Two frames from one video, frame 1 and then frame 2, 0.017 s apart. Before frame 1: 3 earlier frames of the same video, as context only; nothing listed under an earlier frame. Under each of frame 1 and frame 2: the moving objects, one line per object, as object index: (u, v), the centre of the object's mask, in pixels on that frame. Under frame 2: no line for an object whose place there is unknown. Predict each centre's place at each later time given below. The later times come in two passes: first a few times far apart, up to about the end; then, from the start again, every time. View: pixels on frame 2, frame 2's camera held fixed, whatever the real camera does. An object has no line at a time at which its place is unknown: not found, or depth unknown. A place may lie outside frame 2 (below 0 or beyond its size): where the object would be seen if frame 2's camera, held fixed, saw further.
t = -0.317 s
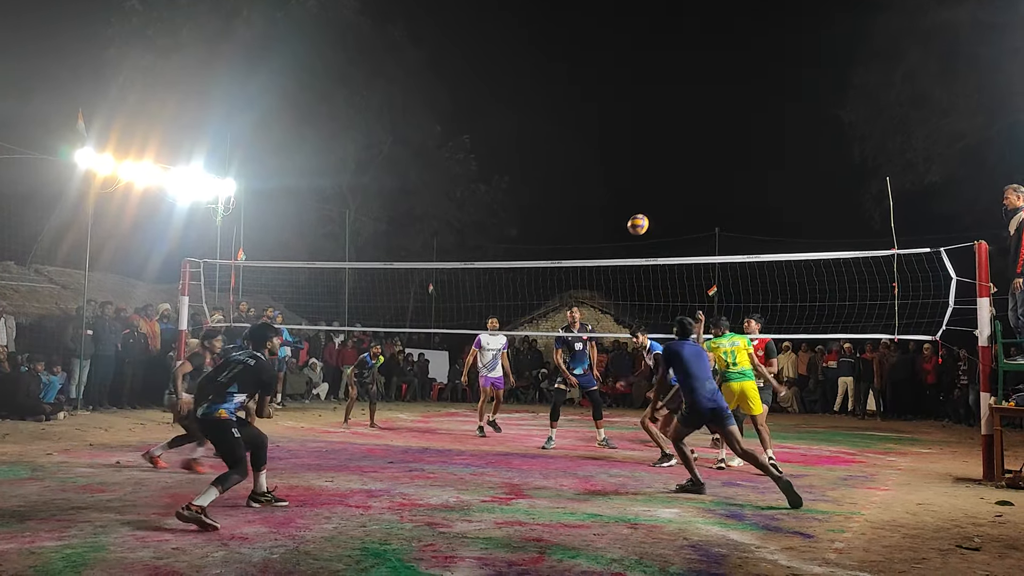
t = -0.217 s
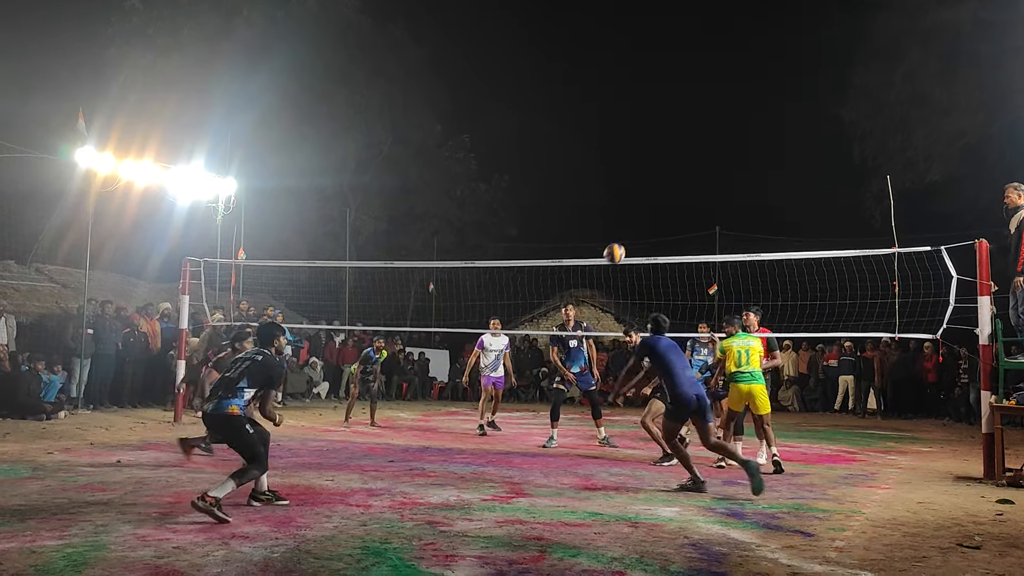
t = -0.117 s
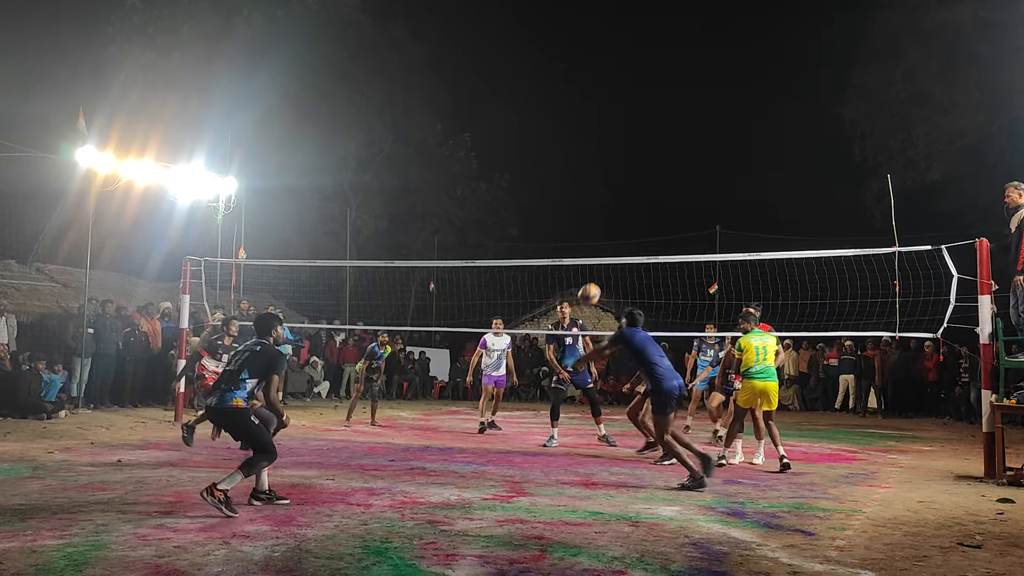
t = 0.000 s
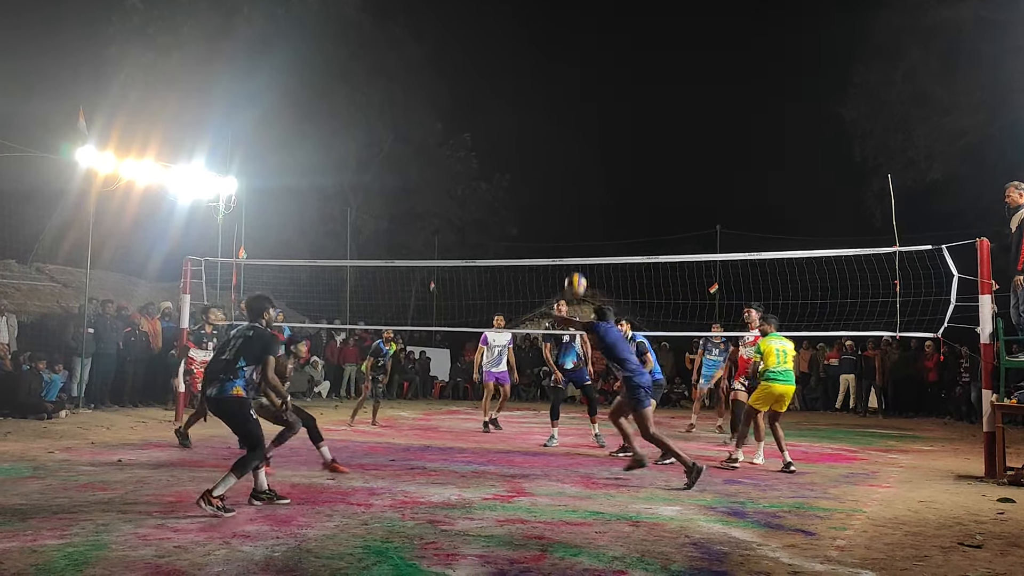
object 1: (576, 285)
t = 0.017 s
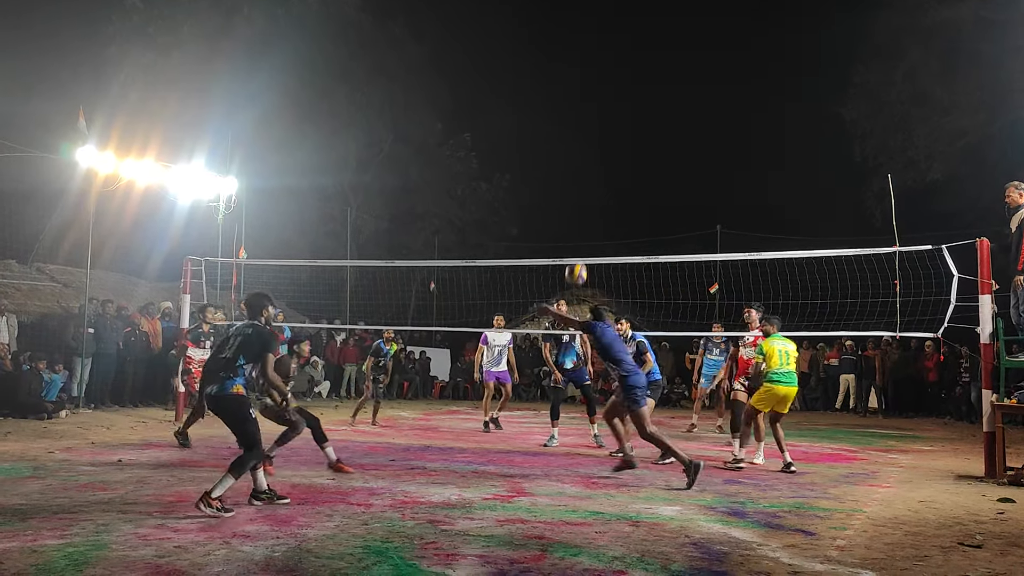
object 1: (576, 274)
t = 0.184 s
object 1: (582, 177)
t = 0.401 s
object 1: (591, 96)
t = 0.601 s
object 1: (599, 62)
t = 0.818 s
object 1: (606, 67)
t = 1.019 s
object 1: (613, 109)
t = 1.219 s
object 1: (618, 186)
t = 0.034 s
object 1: (577, 262)
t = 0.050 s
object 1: (577, 250)
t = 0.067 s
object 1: (578, 242)
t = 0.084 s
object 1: (578, 232)
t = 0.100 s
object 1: (579, 222)
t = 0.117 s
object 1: (579, 212)
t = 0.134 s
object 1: (580, 203)
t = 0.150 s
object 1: (581, 194)
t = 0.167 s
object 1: (581, 185)
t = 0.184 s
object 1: (582, 177)
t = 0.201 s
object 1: (583, 169)
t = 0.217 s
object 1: (583, 162)
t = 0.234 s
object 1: (584, 154)
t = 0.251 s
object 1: (585, 147)
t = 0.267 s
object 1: (586, 140)
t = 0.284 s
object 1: (586, 134)
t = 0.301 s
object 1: (587, 128)
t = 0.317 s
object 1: (587, 122)
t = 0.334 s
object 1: (588, 116)
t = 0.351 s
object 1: (589, 111)
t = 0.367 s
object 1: (589, 105)
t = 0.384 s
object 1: (590, 100)
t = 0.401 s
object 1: (591, 96)
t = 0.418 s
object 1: (592, 91)
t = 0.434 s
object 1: (592, 87)
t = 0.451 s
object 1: (593, 83)
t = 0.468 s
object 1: (594, 80)
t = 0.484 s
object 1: (594, 77)
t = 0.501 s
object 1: (595, 74)
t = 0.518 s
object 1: (595, 72)
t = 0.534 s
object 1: (596, 69)
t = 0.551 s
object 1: (597, 67)
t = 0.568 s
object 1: (597, 65)
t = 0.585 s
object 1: (598, 63)
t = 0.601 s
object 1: (599, 62)
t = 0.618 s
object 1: (599, 61)
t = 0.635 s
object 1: (600, 60)
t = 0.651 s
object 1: (601, 59)
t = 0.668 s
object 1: (602, 58)
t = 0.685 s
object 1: (602, 58)
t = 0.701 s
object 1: (603, 58)
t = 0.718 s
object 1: (603, 59)
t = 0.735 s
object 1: (604, 60)
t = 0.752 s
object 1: (604, 61)
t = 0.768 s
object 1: (605, 62)
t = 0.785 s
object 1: (605, 63)
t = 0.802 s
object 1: (606, 65)
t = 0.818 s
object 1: (606, 67)
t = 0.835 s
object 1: (607, 69)
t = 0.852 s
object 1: (607, 71)
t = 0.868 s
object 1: (608, 74)
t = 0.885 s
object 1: (609, 77)
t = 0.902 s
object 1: (609, 79)
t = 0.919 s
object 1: (610, 83)
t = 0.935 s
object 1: (611, 87)
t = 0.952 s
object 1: (611, 91)
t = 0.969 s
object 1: (612, 95)
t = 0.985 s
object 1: (612, 99)
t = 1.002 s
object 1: (612, 104)
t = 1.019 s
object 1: (613, 109)
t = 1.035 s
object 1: (613, 114)
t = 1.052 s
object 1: (613, 119)
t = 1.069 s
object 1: (614, 124)
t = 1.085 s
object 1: (614, 130)
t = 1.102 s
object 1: (615, 136)
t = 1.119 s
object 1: (615, 142)
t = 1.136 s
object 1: (616, 149)
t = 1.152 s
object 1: (616, 156)
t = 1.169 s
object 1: (617, 163)
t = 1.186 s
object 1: (617, 170)
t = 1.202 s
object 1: (617, 178)
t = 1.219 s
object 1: (618, 186)
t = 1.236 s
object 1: (618, 193)
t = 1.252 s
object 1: (618, 202)
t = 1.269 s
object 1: (618, 210)
